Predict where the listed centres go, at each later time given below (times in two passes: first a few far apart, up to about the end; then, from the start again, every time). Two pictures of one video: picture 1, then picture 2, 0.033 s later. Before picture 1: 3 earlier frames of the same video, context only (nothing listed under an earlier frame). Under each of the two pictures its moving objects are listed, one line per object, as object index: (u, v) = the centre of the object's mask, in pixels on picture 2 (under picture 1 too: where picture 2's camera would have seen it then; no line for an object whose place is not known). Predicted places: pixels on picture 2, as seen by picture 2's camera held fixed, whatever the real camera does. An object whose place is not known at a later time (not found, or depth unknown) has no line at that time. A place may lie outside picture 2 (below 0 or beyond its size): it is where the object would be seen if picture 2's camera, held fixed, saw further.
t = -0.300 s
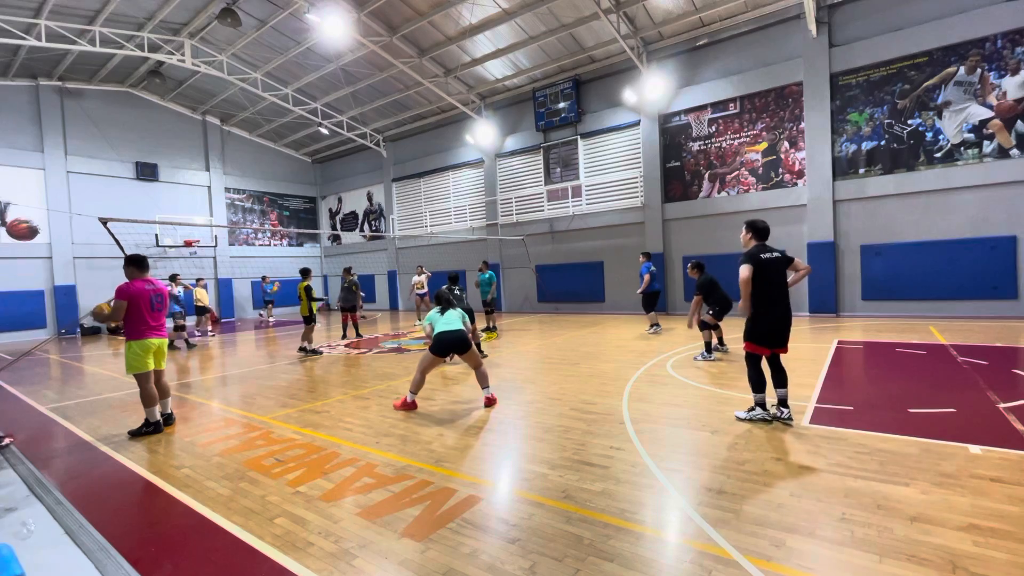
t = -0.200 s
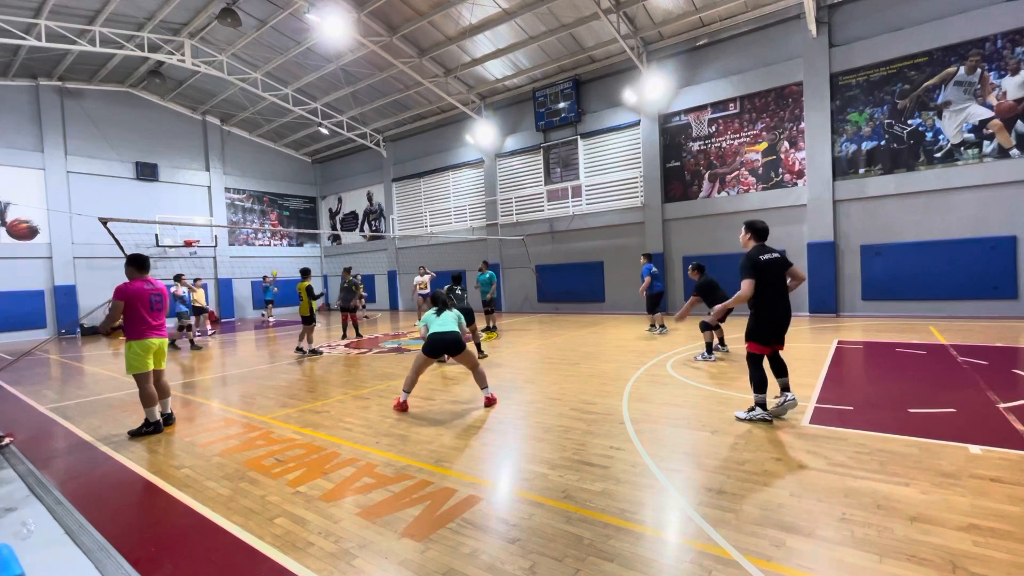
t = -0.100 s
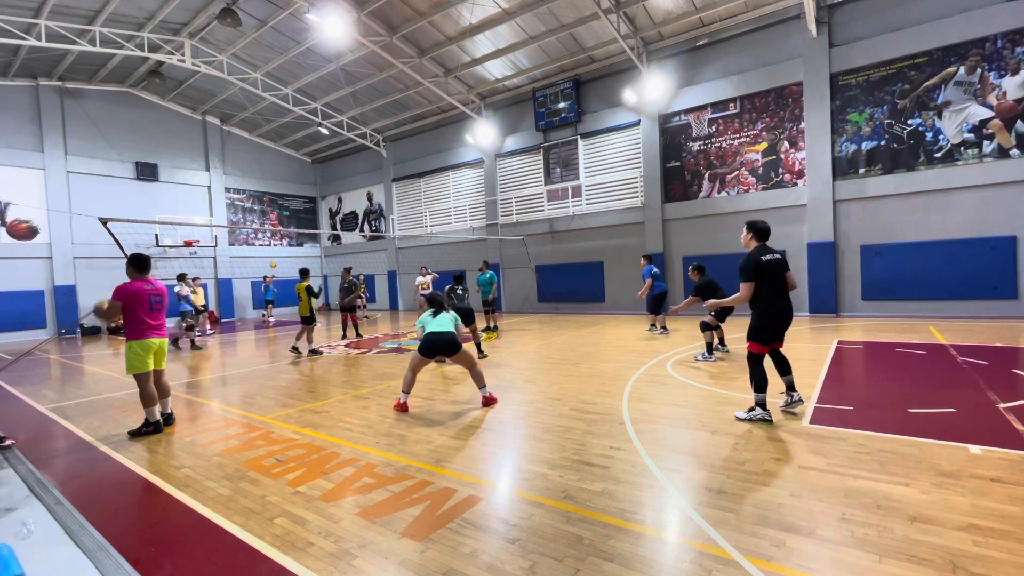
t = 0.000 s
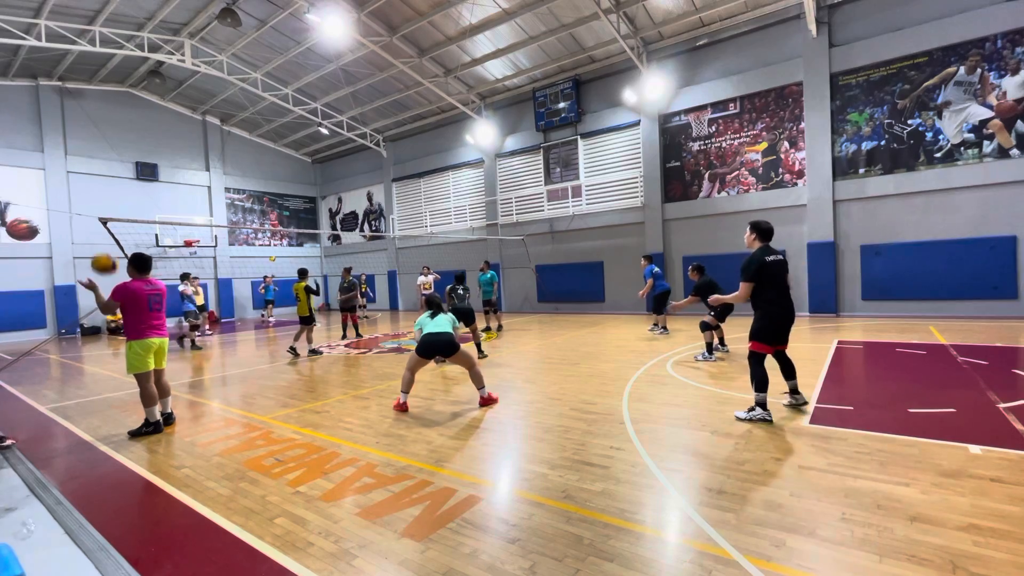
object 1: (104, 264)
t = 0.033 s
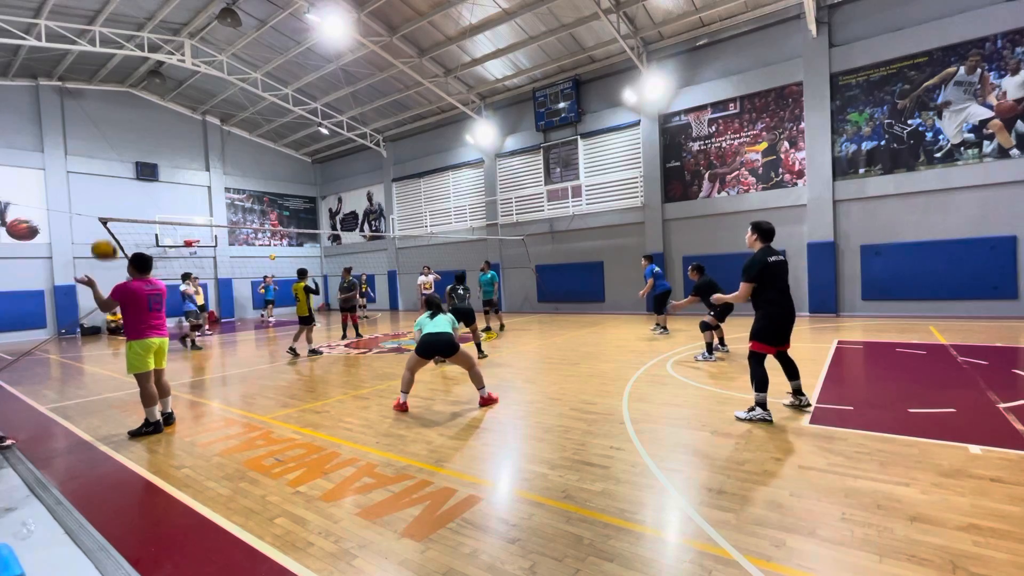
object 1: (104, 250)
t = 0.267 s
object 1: (107, 182)
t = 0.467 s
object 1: (114, 170)
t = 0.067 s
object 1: (104, 237)
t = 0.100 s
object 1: (105, 225)
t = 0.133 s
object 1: (105, 214)
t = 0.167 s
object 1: (105, 205)
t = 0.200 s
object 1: (106, 196)
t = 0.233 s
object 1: (107, 189)
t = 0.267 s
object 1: (107, 182)
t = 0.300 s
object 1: (108, 177)
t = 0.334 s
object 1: (109, 173)
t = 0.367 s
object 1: (110, 170)
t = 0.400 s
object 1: (111, 168)
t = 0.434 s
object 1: (113, 168)
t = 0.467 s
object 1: (114, 170)
